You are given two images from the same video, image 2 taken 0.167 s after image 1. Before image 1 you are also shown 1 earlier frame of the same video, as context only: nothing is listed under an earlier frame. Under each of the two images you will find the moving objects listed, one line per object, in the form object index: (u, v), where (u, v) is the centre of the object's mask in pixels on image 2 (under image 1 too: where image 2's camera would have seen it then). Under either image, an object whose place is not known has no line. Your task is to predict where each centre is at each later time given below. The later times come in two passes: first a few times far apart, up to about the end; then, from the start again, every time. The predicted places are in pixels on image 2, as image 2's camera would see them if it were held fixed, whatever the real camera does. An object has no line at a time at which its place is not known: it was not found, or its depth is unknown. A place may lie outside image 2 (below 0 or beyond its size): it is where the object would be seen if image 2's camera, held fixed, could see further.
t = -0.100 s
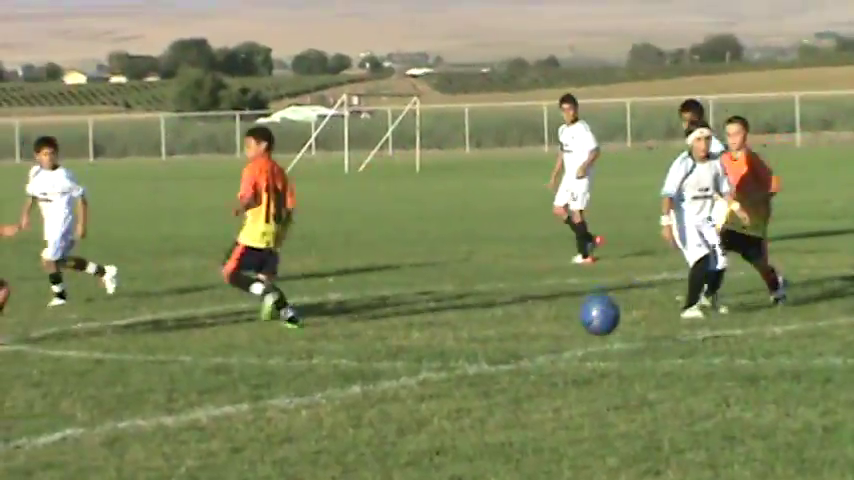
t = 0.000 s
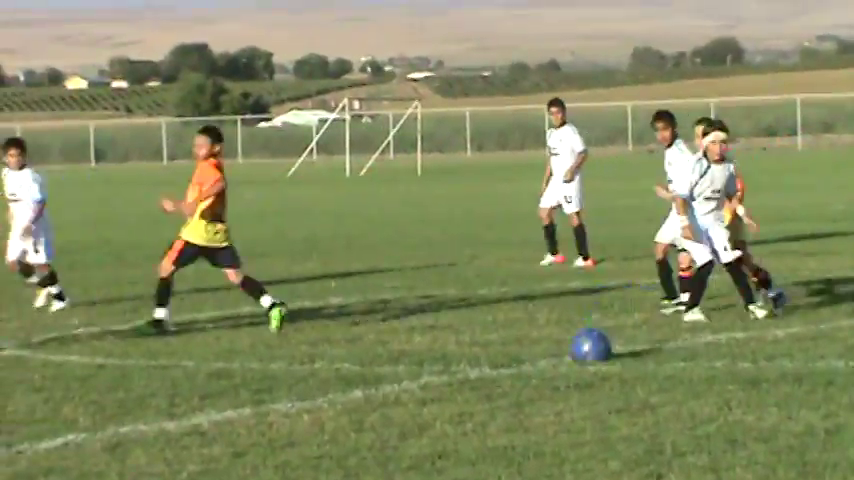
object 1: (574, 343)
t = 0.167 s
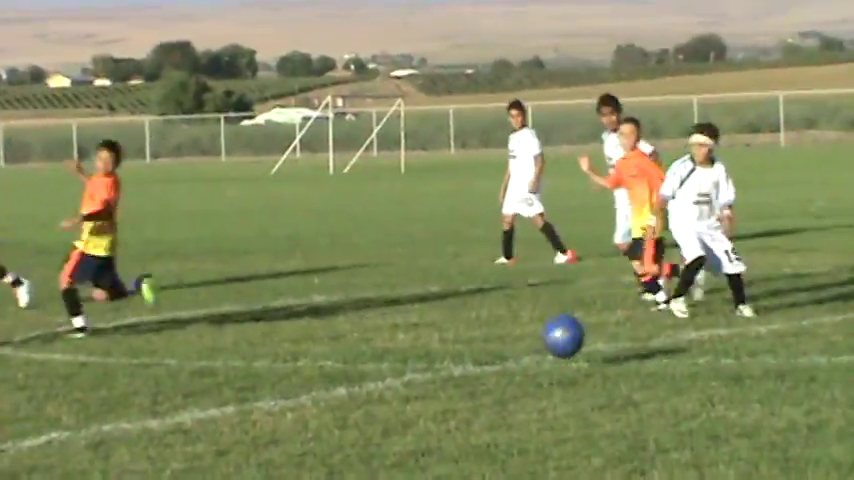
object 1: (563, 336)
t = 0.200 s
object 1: (561, 340)
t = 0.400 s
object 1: (548, 359)
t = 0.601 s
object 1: (537, 378)
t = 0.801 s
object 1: (529, 393)
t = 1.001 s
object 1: (518, 409)
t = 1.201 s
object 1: (503, 428)
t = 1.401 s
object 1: (490, 446)
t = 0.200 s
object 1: (561, 340)
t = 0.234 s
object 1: (558, 346)
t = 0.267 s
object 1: (555, 355)
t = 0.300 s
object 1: (553, 361)
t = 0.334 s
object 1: (551, 361)
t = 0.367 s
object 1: (550, 361)
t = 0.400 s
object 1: (548, 359)
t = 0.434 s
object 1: (546, 359)
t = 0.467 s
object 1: (543, 363)
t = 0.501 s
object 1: (542, 370)
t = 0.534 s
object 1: (540, 376)
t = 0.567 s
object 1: (538, 380)
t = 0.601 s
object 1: (537, 378)
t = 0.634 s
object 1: (536, 373)
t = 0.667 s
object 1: (534, 372)
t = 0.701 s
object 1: (533, 374)
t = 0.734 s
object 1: (532, 377)
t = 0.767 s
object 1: (531, 383)
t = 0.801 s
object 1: (529, 393)
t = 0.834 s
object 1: (529, 402)
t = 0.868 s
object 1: (527, 403)
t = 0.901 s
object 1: (524, 401)
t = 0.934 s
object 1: (522, 403)
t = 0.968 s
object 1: (520, 405)
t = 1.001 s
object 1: (518, 409)
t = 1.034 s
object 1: (515, 414)
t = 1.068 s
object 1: (512, 421)
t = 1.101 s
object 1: (510, 423)
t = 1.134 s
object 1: (508, 423)
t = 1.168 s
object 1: (506, 425)
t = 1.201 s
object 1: (503, 428)
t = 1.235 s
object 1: (500, 431)
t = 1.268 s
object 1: (498, 435)
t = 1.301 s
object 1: (495, 441)
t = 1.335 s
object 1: (492, 443)
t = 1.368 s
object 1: (492, 444)
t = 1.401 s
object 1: (490, 446)
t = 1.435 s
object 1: (490, 447)
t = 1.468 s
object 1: (488, 452)
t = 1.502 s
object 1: (485, 455)
